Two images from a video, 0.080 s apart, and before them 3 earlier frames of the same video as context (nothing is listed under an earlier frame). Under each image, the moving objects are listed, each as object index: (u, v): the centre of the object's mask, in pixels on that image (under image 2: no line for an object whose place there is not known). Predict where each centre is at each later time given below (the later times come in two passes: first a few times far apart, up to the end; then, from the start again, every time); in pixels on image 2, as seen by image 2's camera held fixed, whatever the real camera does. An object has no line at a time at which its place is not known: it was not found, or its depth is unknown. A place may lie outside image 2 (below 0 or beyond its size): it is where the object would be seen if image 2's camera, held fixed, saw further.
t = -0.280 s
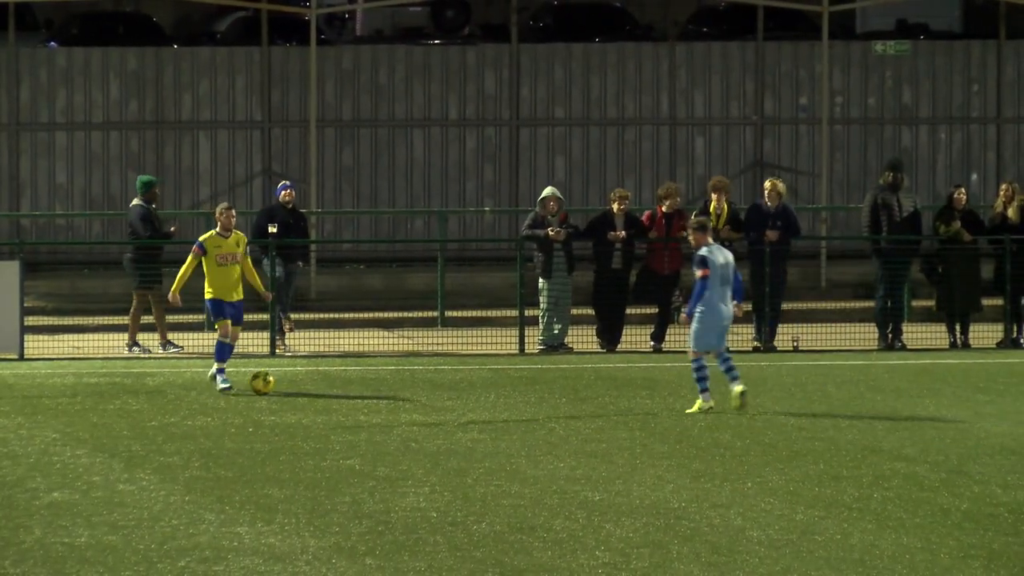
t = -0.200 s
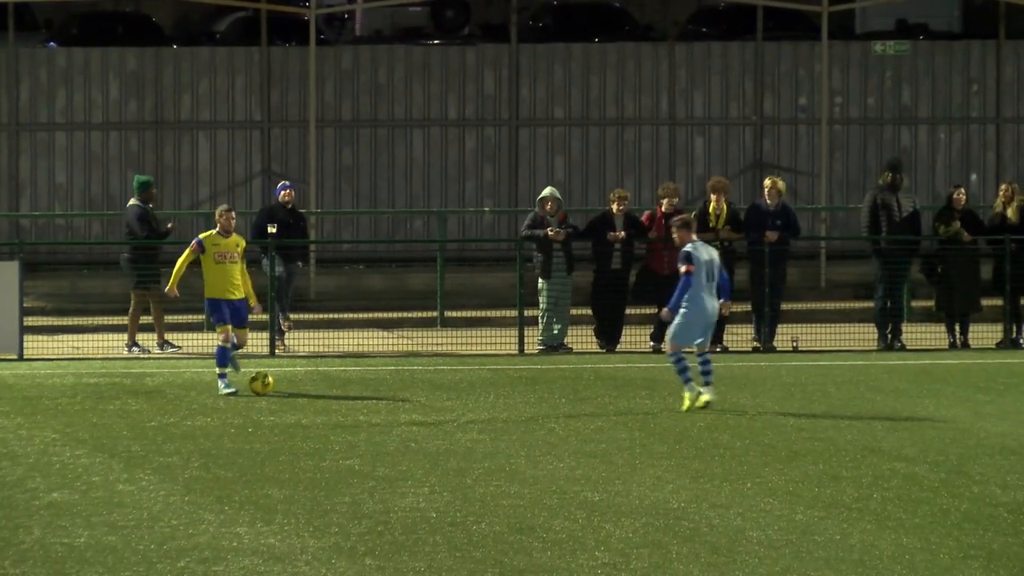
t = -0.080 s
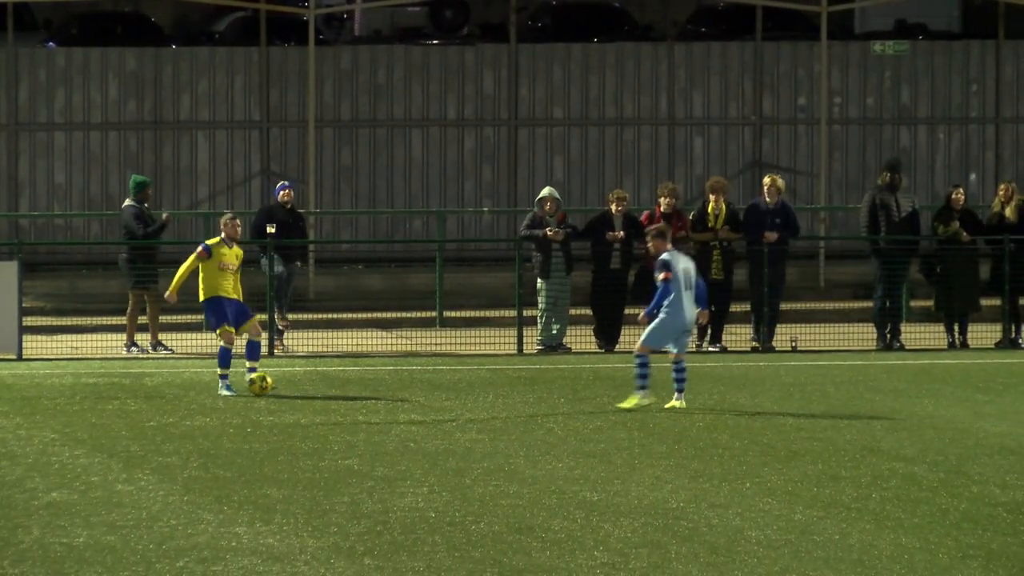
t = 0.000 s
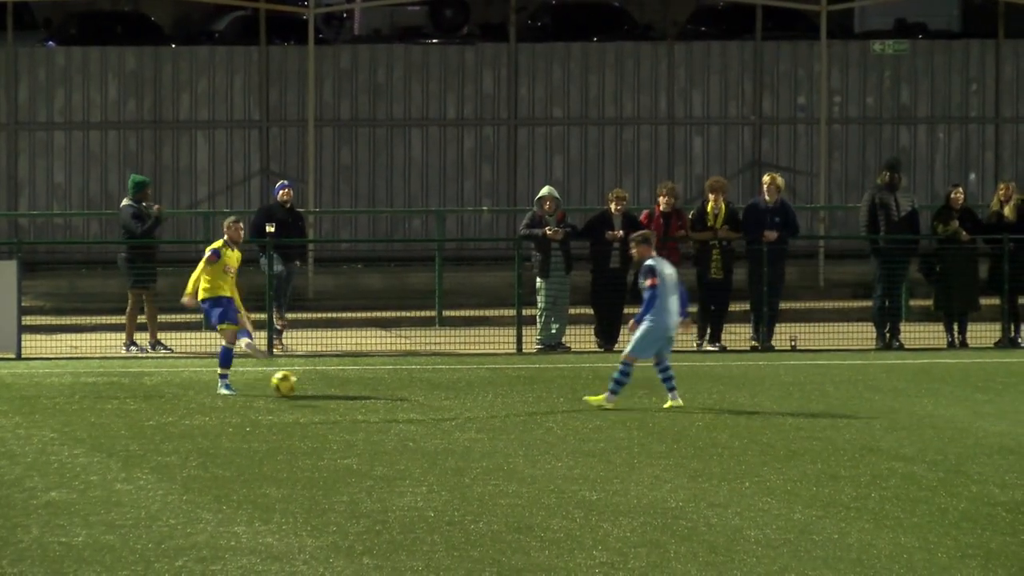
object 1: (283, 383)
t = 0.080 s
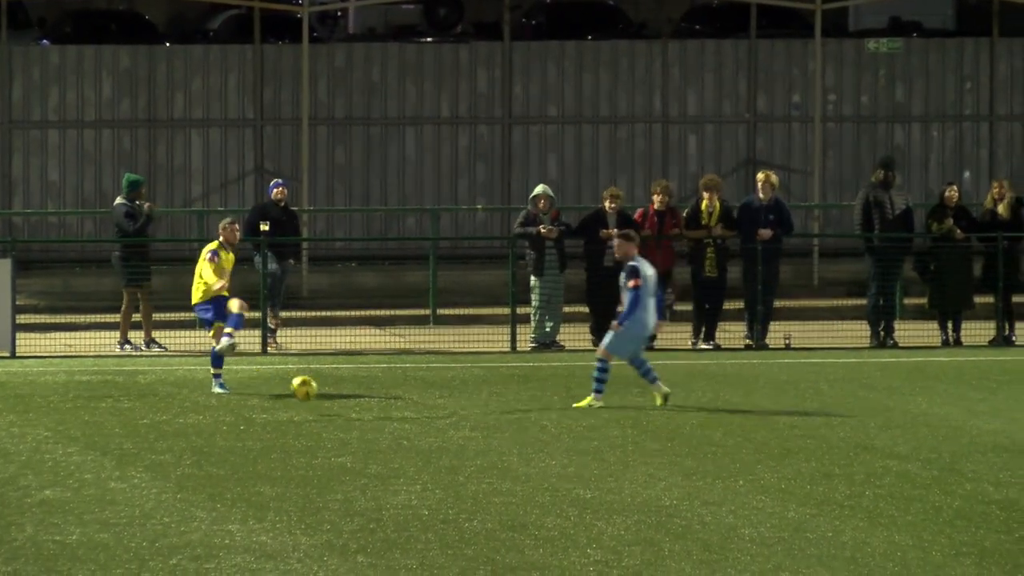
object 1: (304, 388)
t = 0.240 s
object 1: (347, 423)
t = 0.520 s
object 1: (412, 460)
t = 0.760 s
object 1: (452, 496)
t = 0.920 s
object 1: (475, 519)
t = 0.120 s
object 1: (314, 394)
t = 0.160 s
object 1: (327, 402)
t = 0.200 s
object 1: (337, 413)
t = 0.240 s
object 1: (347, 423)
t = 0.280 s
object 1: (358, 424)
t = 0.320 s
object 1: (367, 425)
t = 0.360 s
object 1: (376, 429)
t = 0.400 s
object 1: (386, 436)
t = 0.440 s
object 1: (395, 446)
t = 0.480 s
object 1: (404, 457)
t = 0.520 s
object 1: (412, 460)
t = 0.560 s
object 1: (420, 463)
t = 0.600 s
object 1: (427, 470)
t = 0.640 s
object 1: (434, 480)
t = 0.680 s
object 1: (441, 487)
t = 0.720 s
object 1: (448, 489)
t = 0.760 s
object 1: (452, 496)
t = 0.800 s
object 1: (459, 504)
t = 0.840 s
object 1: (465, 513)
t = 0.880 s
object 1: (470, 514)
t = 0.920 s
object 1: (475, 519)
